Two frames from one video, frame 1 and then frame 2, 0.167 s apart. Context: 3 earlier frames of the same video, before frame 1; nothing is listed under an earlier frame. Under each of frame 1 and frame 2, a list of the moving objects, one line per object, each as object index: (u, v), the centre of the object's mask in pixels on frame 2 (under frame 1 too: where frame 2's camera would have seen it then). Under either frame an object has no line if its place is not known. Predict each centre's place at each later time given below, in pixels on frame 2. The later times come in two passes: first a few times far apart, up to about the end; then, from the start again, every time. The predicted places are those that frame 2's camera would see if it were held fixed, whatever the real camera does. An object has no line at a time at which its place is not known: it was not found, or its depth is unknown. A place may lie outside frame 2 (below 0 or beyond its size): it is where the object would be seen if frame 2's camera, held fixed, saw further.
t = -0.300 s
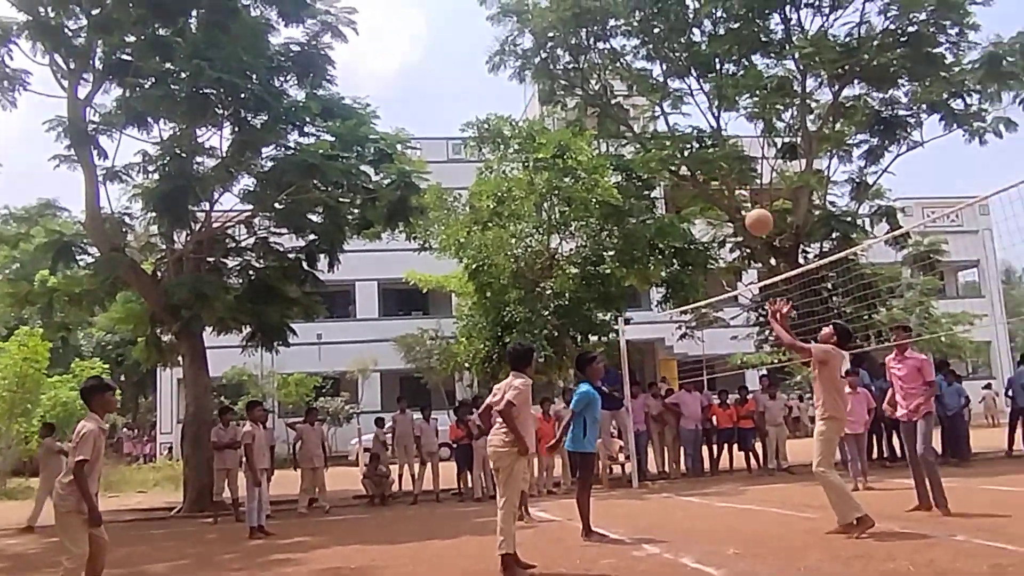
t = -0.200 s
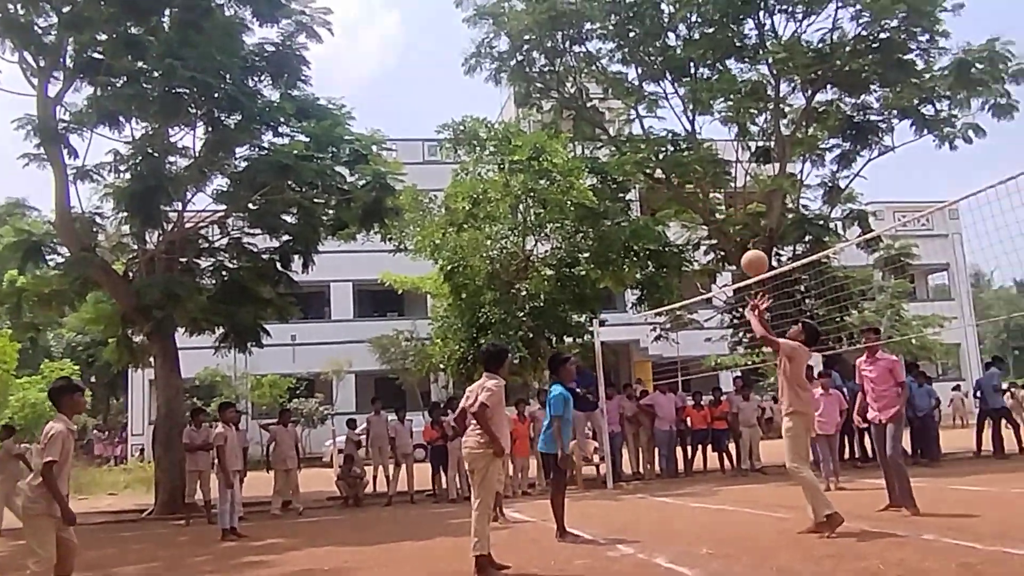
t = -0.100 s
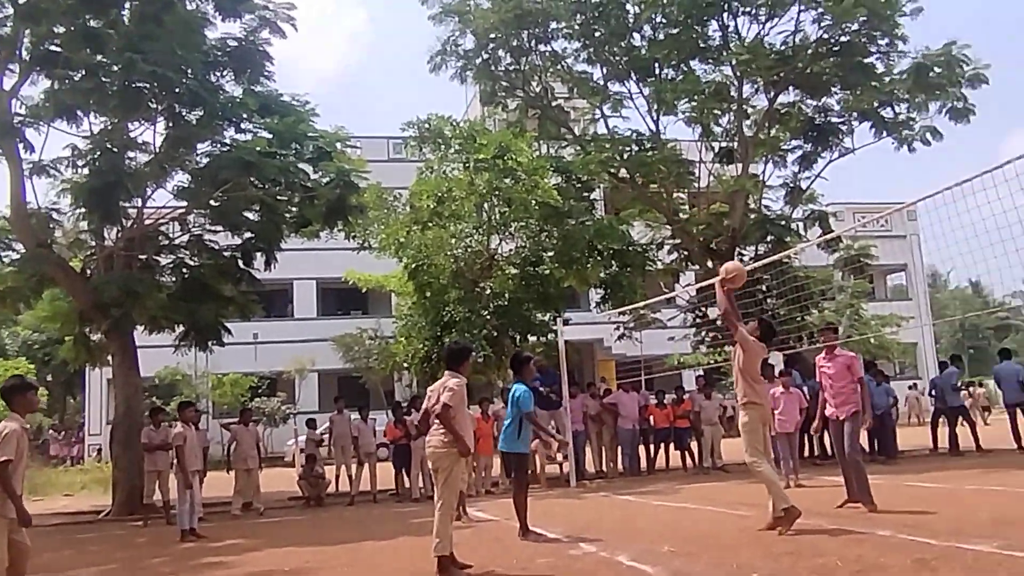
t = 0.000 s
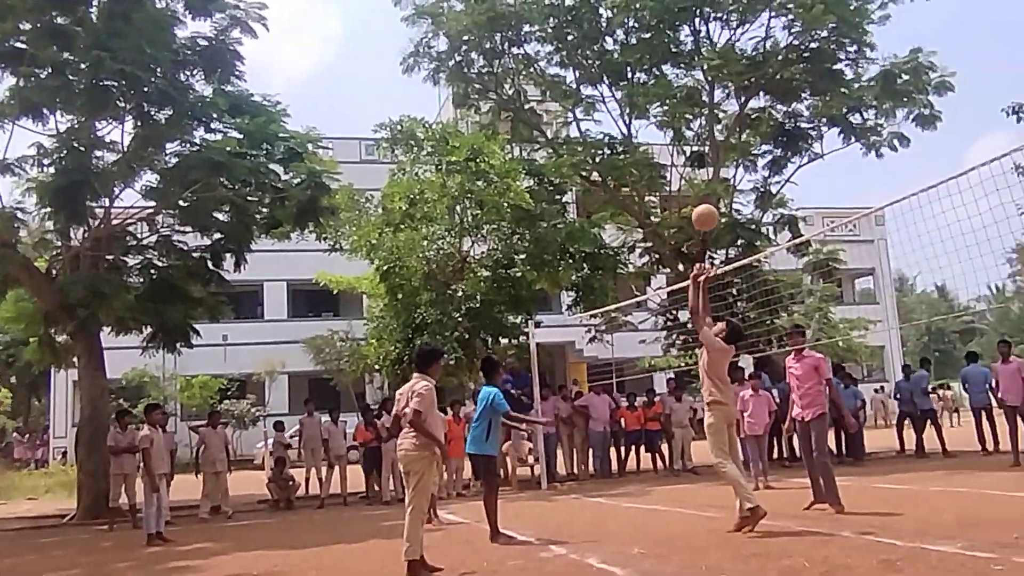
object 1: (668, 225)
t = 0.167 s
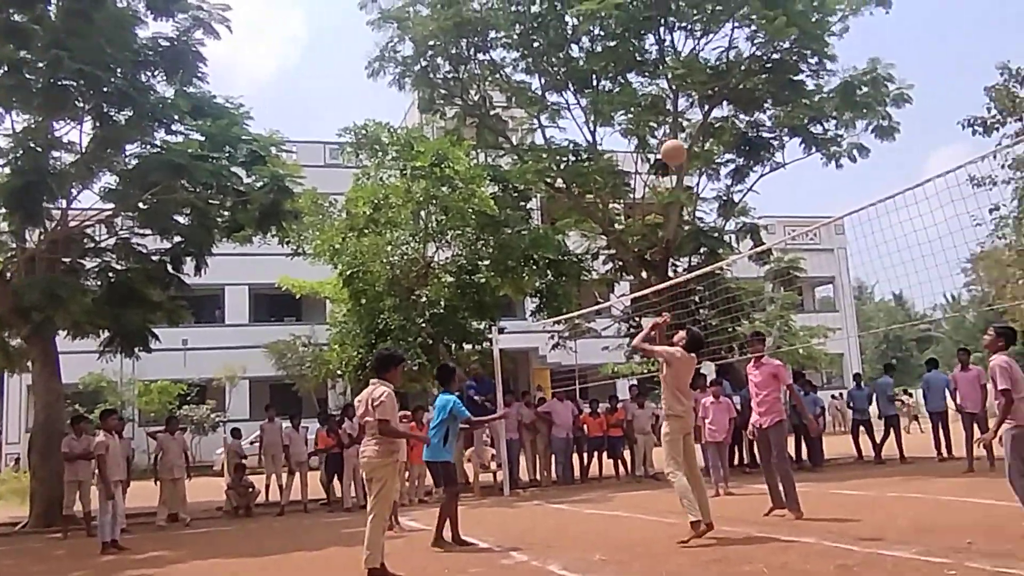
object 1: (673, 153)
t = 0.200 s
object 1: (674, 142)
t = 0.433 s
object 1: (687, 102)
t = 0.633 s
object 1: (703, 114)
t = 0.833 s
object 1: (723, 168)
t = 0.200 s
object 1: (674, 142)
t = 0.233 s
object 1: (676, 132)
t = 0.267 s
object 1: (676, 125)
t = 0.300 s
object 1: (679, 118)
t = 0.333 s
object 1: (681, 112)
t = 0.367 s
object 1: (683, 107)
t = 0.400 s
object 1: (685, 104)
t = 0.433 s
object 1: (687, 102)
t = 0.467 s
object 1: (689, 101)
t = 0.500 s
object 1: (692, 101)
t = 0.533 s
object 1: (695, 102)
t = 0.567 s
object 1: (698, 105)
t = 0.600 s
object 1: (700, 108)
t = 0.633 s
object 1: (703, 114)
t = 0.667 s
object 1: (706, 120)
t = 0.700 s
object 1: (709, 128)
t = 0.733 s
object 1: (713, 135)
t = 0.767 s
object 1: (716, 145)
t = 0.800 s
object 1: (719, 156)
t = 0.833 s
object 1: (723, 168)
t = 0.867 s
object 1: (727, 181)
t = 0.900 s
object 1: (730, 197)
